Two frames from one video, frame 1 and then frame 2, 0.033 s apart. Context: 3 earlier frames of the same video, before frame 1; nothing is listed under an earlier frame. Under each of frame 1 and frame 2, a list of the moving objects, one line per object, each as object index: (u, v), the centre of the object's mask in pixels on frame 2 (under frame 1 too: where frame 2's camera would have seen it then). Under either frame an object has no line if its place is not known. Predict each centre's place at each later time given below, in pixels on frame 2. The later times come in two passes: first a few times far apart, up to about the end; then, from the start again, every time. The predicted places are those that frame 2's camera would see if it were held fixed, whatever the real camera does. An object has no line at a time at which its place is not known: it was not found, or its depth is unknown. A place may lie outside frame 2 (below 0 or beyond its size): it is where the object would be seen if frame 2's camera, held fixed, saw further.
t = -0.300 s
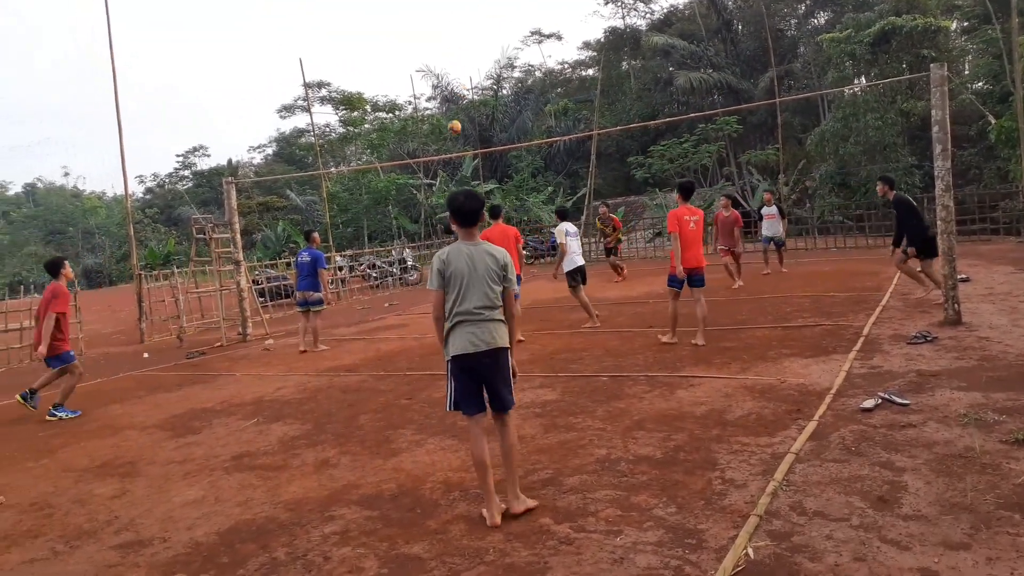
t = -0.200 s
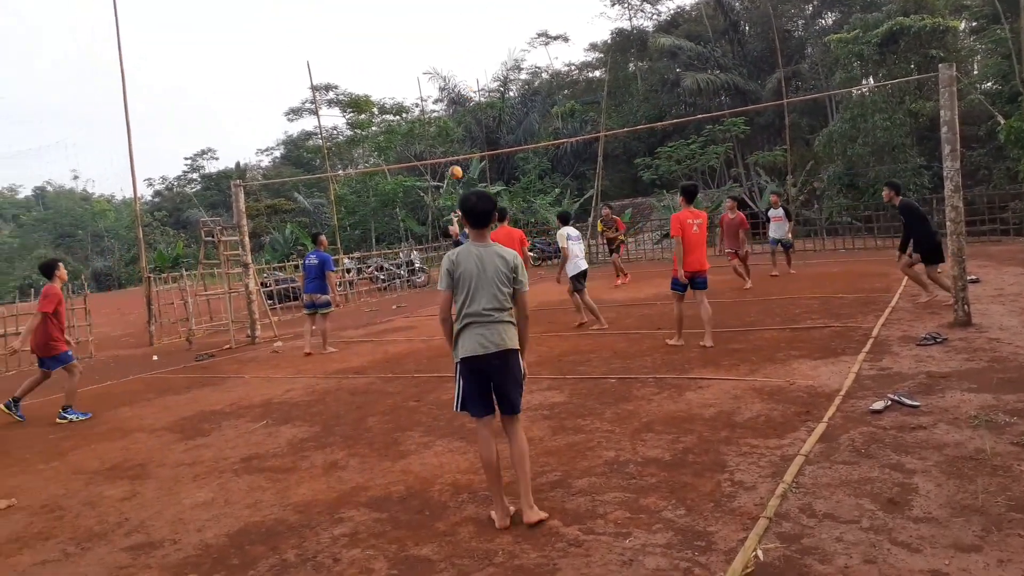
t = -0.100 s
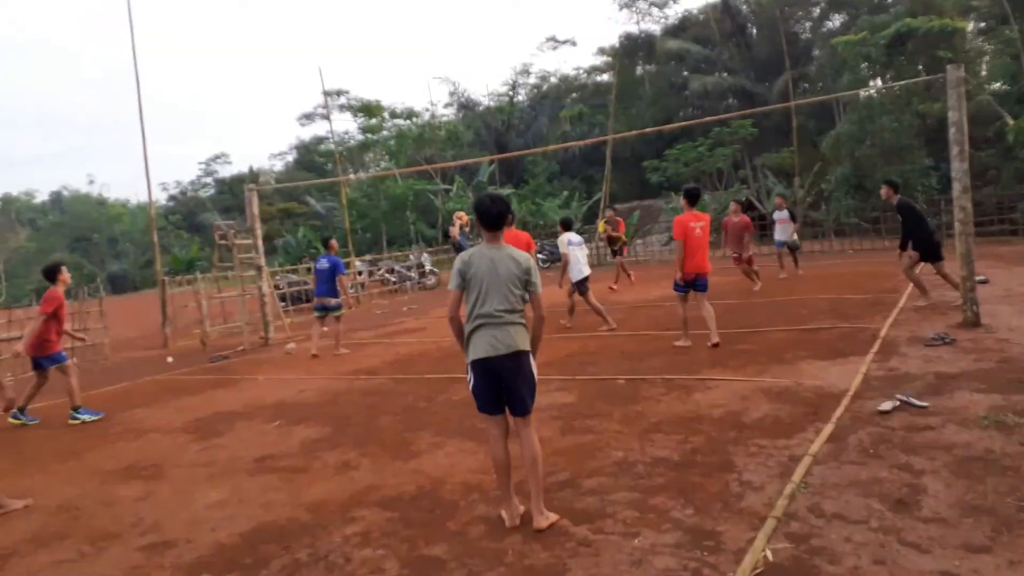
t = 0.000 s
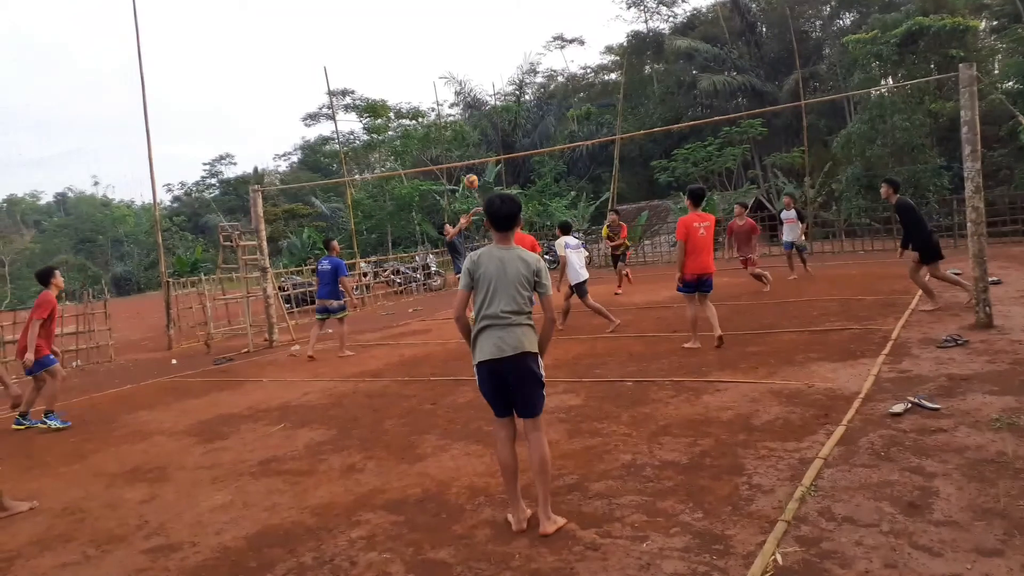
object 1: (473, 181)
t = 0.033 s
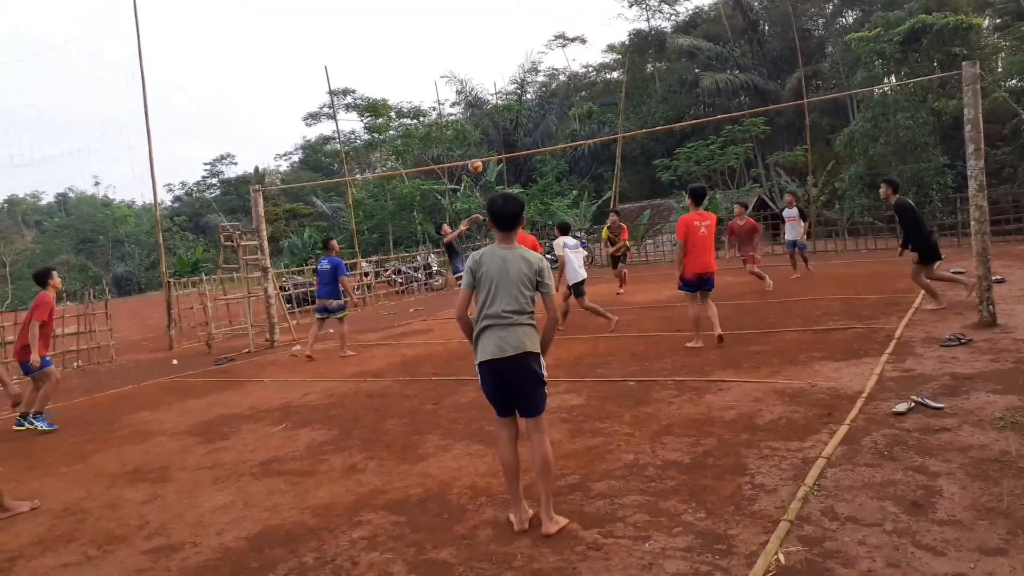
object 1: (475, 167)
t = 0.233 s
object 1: (494, 92)
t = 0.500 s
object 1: (524, 29)
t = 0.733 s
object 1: (556, 13)
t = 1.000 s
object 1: (605, 47)
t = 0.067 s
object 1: (478, 152)
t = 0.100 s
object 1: (481, 140)
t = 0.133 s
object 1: (484, 127)
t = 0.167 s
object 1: (487, 114)
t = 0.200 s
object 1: (490, 103)
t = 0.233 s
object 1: (494, 92)
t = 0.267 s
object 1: (497, 81)
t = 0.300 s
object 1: (501, 71)
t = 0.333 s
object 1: (504, 63)
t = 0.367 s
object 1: (508, 54)
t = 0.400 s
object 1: (512, 47)
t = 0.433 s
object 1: (515, 40)
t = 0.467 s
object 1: (519, 34)
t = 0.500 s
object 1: (524, 29)
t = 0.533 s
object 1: (528, 24)
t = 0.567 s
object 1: (531, 20)
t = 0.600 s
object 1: (536, 17)
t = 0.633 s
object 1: (541, 15)
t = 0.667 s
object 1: (546, 13)
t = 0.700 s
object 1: (551, 12)
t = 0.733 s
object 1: (556, 13)
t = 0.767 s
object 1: (561, 14)
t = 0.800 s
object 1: (568, 16)
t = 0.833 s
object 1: (574, 18)
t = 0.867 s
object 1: (579, 23)
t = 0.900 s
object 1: (585, 27)
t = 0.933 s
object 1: (592, 33)
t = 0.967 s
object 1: (599, 39)
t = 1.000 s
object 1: (605, 47)
